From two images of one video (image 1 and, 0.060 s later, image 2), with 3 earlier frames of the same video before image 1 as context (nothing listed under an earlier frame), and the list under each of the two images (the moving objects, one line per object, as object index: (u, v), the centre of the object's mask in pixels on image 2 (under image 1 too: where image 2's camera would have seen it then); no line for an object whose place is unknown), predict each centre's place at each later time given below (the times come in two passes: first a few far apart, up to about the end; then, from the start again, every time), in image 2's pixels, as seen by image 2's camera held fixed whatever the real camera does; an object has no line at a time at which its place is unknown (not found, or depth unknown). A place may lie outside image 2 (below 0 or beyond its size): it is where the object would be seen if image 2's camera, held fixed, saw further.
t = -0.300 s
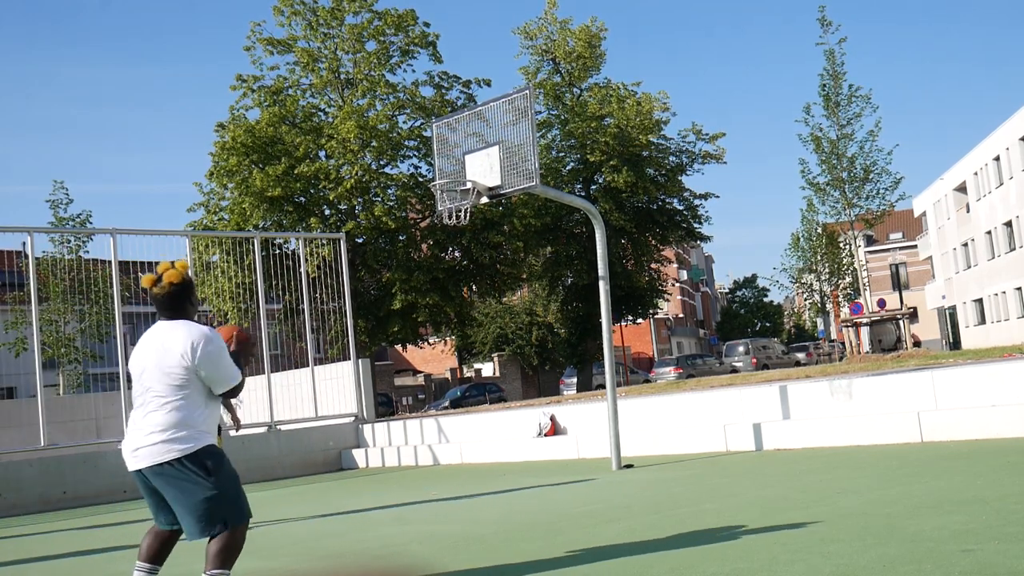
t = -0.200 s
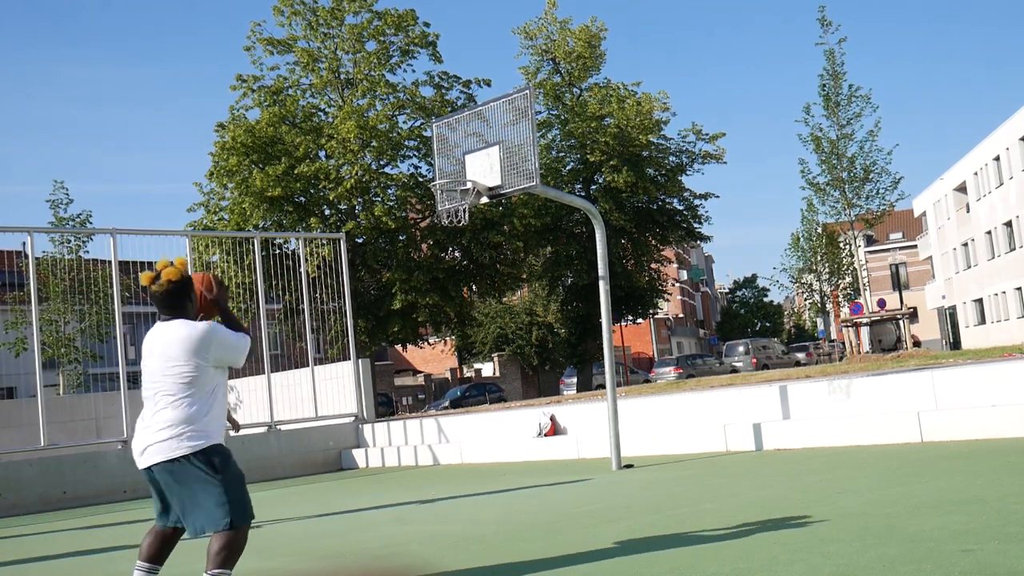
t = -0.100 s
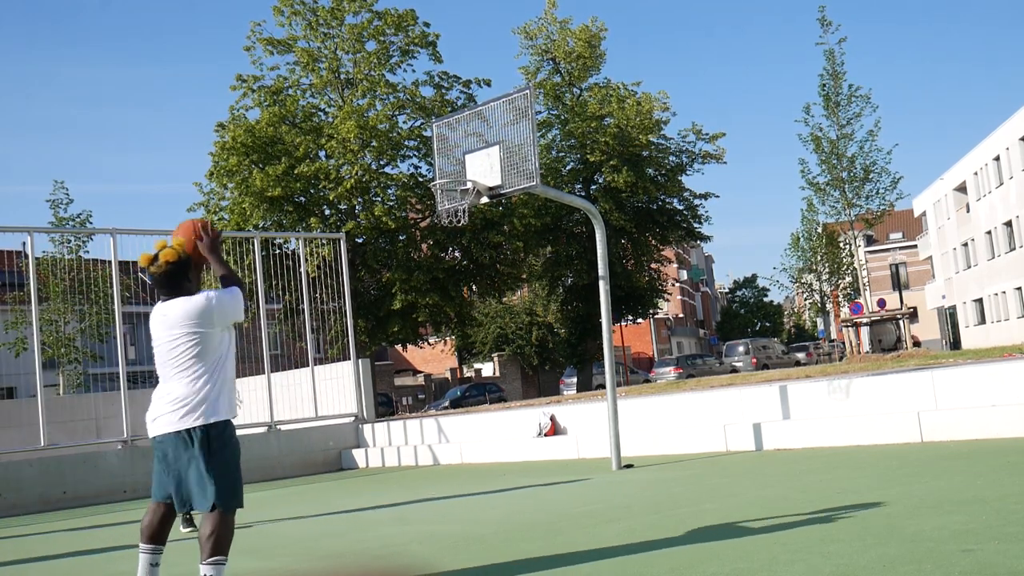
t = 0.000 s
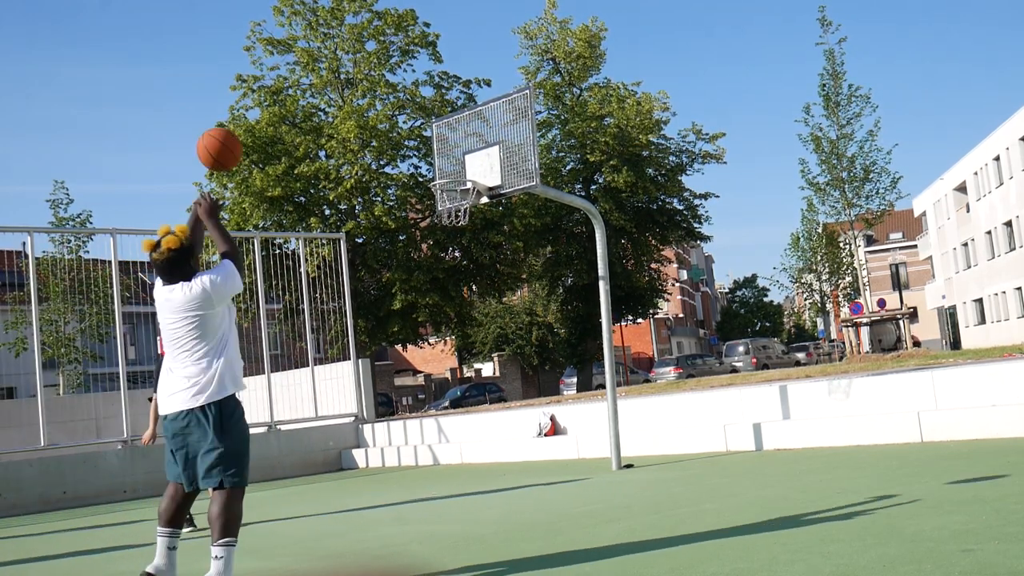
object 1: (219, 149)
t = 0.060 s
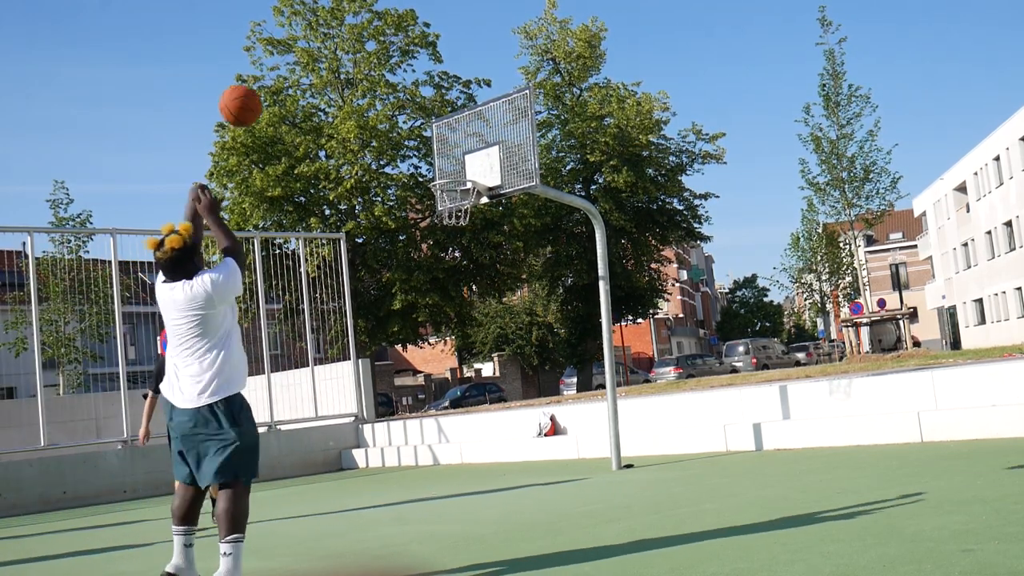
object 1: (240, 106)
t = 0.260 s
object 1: (299, 23)
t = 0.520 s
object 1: (358, 18)
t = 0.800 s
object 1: (413, 92)
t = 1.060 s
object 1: (454, 191)
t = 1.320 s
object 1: (462, 200)
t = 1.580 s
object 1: (457, 226)
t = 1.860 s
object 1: (459, 315)
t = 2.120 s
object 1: (467, 464)
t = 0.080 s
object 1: (247, 93)
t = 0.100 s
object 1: (253, 82)
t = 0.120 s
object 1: (260, 71)
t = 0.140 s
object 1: (265, 62)
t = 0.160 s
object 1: (271, 53)
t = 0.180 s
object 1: (277, 46)
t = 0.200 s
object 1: (282, 39)
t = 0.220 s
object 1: (288, 33)
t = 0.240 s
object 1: (294, 28)
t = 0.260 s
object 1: (299, 23)
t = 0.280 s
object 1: (304, 19)
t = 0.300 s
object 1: (309, 16)
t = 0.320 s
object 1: (314, 14)
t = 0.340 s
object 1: (318, 13)
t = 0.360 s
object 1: (323, 12)
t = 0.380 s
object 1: (328, 12)
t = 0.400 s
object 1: (332, 12)
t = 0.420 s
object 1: (337, 12)
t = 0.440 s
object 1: (341, 12)
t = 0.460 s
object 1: (345, 13)
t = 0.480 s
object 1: (350, 14)
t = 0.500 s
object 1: (354, 16)
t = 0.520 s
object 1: (358, 18)
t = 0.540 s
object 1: (362, 21)
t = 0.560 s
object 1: (367, 24)
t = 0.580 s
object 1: (370, 29)
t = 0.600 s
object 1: (375, 32)
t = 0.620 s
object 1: (378, 37)
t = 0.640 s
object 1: (383, 41)
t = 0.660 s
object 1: (386, 47)
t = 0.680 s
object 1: (390, 52)
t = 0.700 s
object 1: (394, 58)
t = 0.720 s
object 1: (398, 64)
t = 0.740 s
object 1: (401, 70)
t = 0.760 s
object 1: (405, 77)
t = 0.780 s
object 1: (409, 84)
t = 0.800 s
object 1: (413, 92)
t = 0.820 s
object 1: (416, 99)
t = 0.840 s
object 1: (420, 107)
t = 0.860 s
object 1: (423, 115)
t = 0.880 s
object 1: (426, 124)
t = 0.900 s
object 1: (430, 132)
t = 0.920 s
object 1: (433, 141)
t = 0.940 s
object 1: (436, 149)
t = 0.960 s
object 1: (440, 158)
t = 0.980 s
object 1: (443, 168)
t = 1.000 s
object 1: (446, 173)
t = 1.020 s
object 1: (449, 180)
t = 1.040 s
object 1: (451, 185)
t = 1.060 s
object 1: (454, 191)
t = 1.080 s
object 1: (456, 191)
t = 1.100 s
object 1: (458, 194)
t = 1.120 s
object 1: (460, 195)
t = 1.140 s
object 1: (461, 194)
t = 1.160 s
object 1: (461, 193)
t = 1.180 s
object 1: (462, 193)
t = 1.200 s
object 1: (462, 192)
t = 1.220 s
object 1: (461, 194)
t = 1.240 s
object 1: (461, 195)
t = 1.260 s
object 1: (462, 197)
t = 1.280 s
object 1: (462, 197)
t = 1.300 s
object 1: (461, 199)
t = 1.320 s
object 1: (462, 200)
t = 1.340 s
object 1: (462, 200)
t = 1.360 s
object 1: (461, 201)
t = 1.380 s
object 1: (462, 203)
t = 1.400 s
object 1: (461, 204)
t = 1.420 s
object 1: (460, 208)
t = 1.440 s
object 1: (459, 209)
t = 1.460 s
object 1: (459, 209)
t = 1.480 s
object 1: (458, 210)
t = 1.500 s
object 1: (459, 214)
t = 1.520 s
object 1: (458, 216)
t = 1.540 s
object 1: (457, 219)
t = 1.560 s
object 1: (457, 222)
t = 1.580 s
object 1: (457, 226)
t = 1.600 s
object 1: (457, 230)
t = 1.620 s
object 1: (457, 234)
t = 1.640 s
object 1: (456, 239)
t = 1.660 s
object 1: (456, 244)
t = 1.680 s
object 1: (456, 250)
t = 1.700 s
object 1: (457, 255)
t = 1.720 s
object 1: (457, 262)
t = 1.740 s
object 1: (457, 268)
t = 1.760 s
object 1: (457, 275)
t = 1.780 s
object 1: (457, 282)
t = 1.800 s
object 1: (458, 290)
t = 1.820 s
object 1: (458, 298)
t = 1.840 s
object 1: (458, 306)
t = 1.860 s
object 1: (459, 315)
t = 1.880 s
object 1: (459, 325)
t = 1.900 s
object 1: (459, 334)
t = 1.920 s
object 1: (460, 344)
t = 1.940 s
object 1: (460, 354)
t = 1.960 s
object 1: (461, 365)
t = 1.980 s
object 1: (461, 376)
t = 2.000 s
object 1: (462, 388)
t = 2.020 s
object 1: (462, 399)
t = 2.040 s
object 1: (463, 411)
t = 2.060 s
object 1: (464, 424)
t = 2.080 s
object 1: (465, 437)
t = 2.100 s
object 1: (466, 450)
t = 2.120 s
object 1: (467, 464)
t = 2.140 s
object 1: (467, 478)
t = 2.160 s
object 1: (467, 475)
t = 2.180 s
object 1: (466, 464)
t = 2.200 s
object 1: (465, 453)
